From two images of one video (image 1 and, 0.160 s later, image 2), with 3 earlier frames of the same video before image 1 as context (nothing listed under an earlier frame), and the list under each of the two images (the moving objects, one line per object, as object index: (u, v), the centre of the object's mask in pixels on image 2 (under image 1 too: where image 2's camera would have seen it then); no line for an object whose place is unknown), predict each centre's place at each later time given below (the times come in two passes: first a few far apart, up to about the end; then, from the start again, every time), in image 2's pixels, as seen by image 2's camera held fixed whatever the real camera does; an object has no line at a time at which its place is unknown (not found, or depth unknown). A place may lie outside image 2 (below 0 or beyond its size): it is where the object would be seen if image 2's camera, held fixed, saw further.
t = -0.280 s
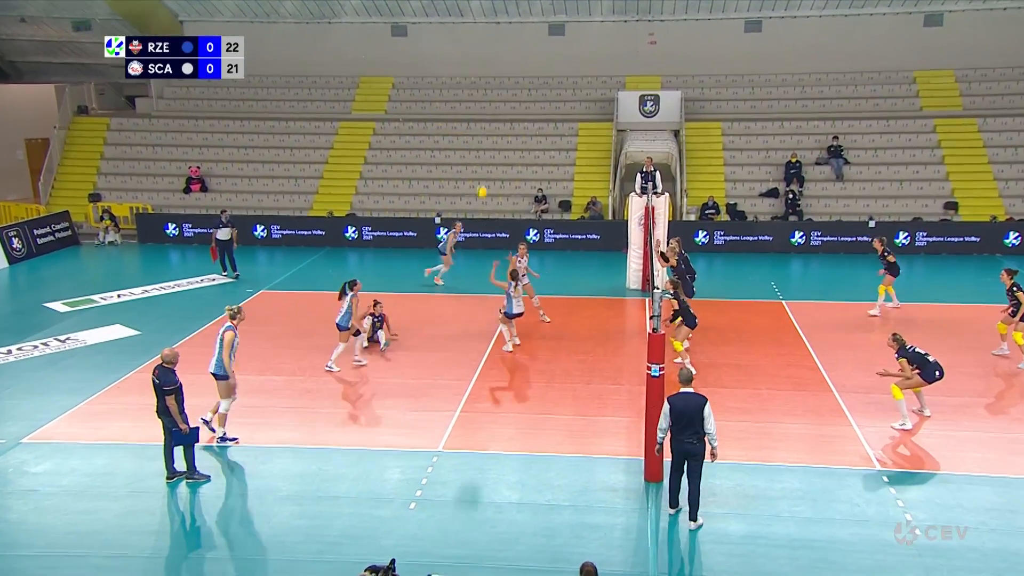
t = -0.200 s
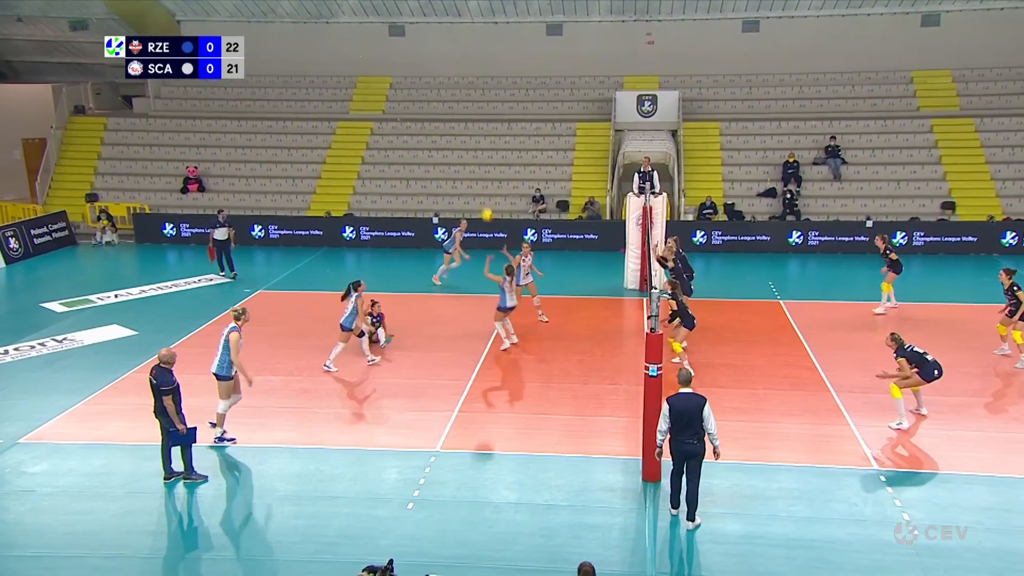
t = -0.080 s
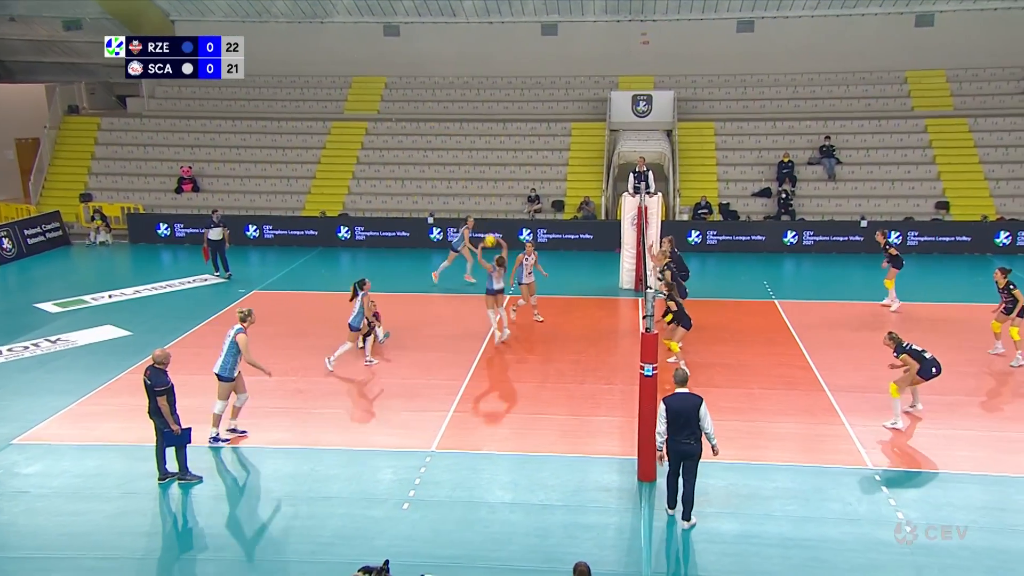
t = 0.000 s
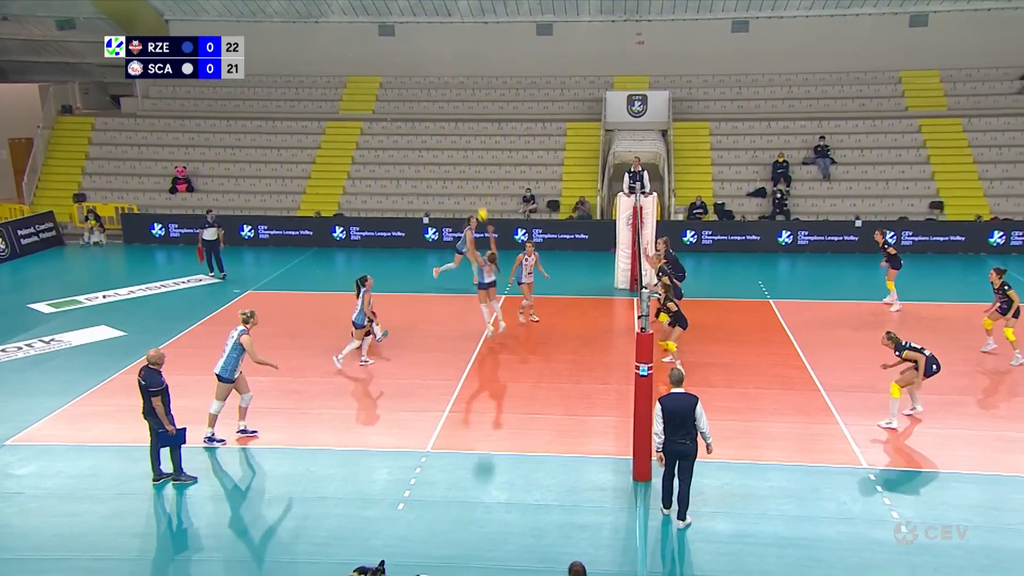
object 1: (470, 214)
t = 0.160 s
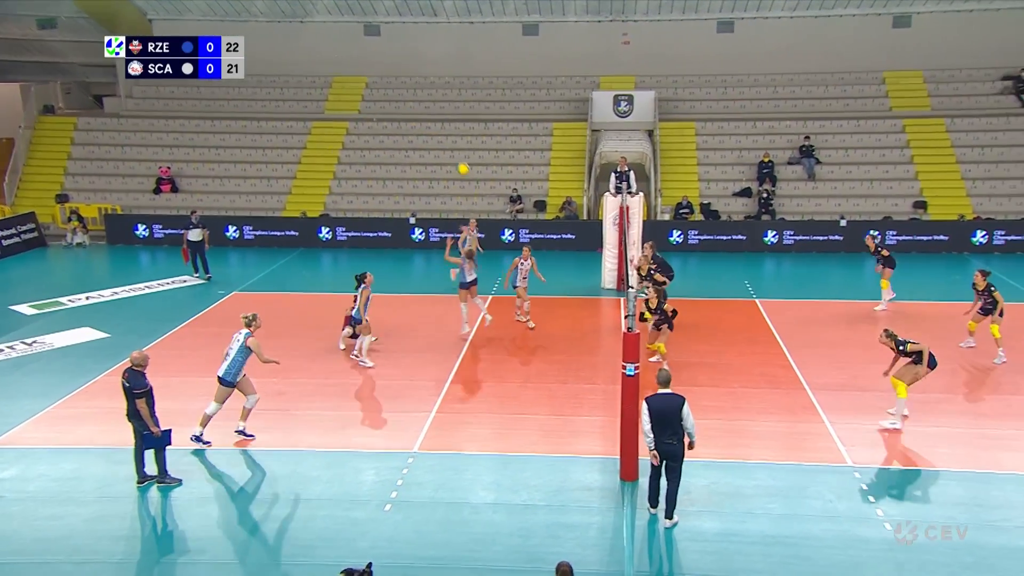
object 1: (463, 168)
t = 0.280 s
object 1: (458, 143)
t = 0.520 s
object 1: (445, 115)
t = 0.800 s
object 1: (433, 130)
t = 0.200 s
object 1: (462, 159)
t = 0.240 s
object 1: (460, 151)
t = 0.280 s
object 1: (458, 143)
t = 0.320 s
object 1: (456, 135)
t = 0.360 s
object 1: (454, 130)
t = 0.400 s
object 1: (452, 125)
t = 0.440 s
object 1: (450, 121)
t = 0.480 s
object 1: (448, 117)
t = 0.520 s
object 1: (445, 115)
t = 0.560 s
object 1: (442, 114)
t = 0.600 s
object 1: (441, 114)
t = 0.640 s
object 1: (439, 115)
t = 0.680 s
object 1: (438, 117)
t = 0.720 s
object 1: (436, 120)
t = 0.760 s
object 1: (435, 125)
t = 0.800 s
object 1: (433, 130)
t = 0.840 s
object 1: (431, 137)
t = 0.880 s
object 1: (429, 145)
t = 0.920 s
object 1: (428, 154)
